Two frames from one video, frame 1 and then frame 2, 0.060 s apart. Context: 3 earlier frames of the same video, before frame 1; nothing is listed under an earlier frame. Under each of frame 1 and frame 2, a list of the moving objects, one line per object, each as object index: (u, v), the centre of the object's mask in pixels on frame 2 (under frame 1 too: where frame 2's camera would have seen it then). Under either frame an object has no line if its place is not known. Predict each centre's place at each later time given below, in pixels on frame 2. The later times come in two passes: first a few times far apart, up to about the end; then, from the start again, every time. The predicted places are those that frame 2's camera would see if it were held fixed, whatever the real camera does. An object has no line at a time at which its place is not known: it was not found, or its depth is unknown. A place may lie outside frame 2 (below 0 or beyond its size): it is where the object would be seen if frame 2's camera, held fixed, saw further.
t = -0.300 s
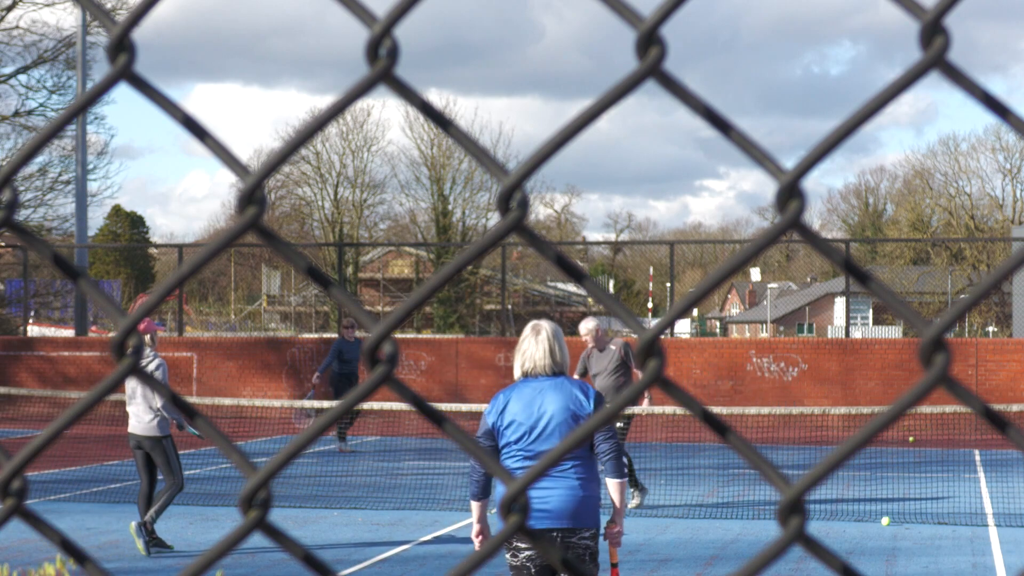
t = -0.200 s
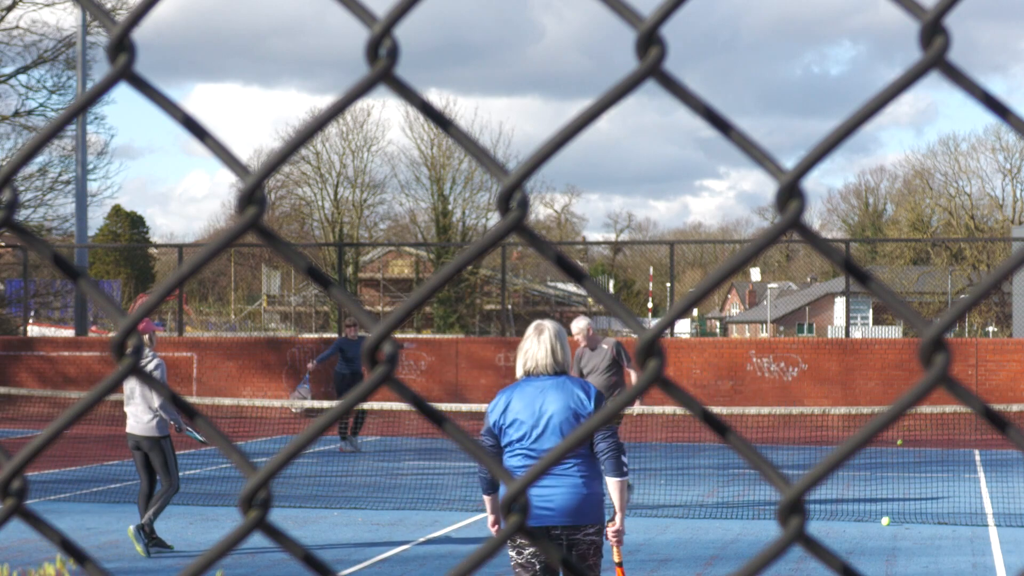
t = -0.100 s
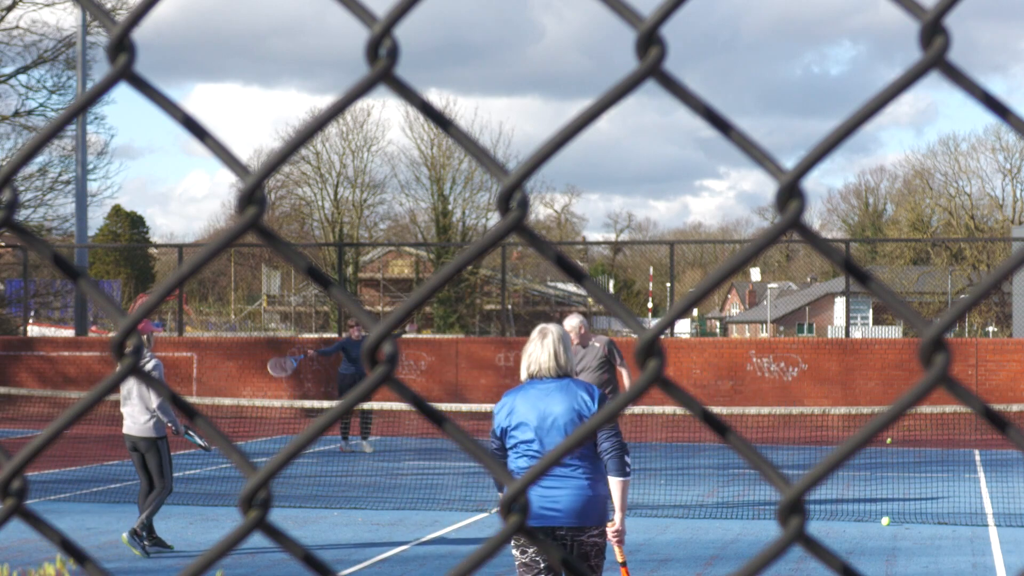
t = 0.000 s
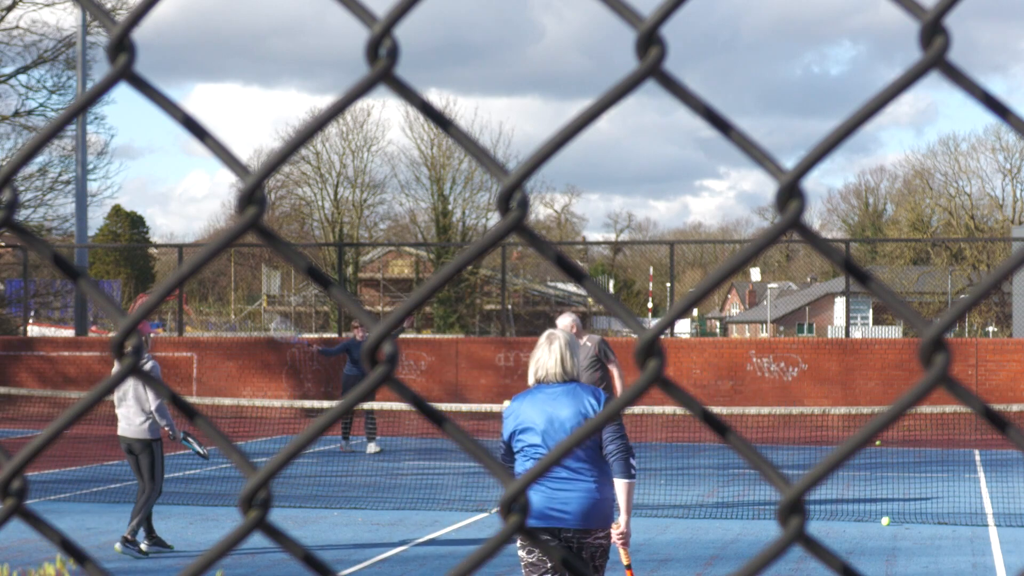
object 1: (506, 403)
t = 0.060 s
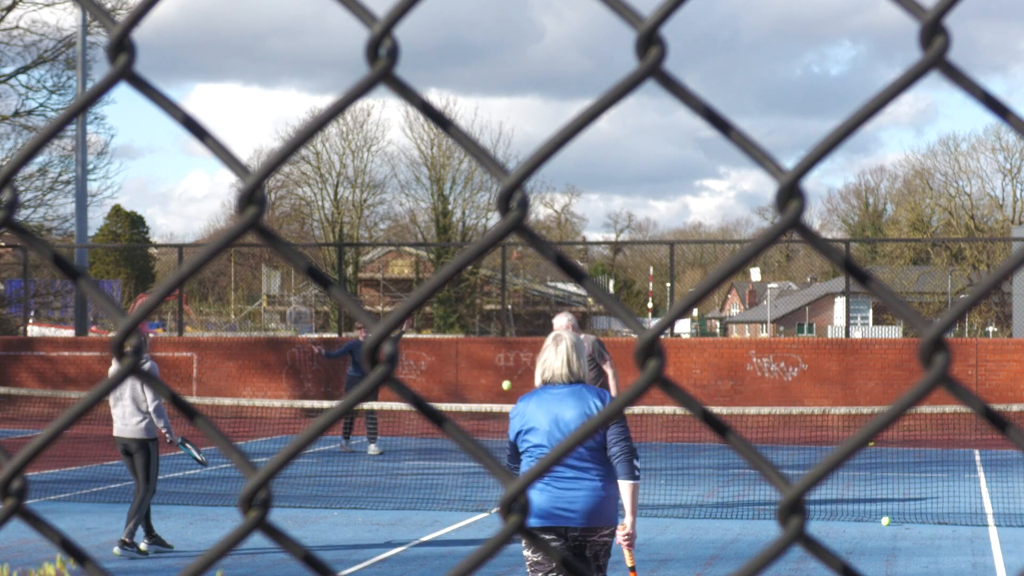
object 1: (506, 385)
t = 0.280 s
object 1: (504, 347)
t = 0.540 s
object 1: (500, 373)
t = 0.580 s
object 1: (500, 383)
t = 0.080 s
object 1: (506, 379)
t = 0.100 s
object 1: (506, 374)
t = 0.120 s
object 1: (506, 370)
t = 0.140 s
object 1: (505, 366)
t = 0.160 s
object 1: (505, 362)
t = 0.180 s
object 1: (505, 358)
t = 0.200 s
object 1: (505, 355)
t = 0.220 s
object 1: (504, 352)
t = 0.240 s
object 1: (504, 350)
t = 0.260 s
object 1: (504, 348)
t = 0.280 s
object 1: (504, 347)
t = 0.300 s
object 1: (503, 346)
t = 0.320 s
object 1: (503, 347)
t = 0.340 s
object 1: (503, 347)
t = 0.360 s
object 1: (502, 347)
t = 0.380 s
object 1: (502, 348)
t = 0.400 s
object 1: (502, 350)
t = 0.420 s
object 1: (502, 352)
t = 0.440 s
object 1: (502, 354)
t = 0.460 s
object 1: (501, 357)
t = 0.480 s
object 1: (501, 360)
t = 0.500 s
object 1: (501, 364)
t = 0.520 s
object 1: (501, 368)
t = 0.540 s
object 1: (500, 373)
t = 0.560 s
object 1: (500, 378)
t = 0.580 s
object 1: (500, 383)
